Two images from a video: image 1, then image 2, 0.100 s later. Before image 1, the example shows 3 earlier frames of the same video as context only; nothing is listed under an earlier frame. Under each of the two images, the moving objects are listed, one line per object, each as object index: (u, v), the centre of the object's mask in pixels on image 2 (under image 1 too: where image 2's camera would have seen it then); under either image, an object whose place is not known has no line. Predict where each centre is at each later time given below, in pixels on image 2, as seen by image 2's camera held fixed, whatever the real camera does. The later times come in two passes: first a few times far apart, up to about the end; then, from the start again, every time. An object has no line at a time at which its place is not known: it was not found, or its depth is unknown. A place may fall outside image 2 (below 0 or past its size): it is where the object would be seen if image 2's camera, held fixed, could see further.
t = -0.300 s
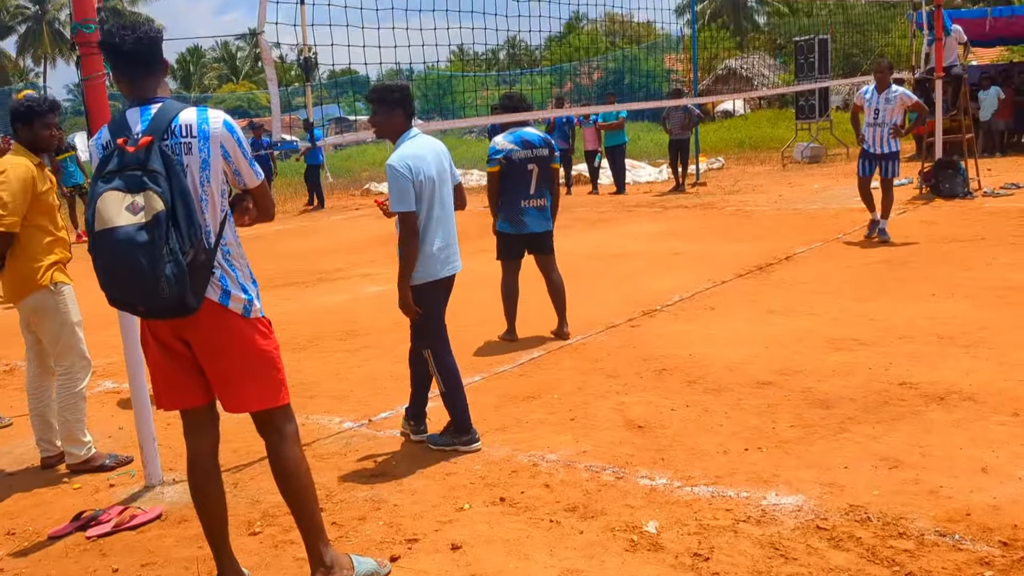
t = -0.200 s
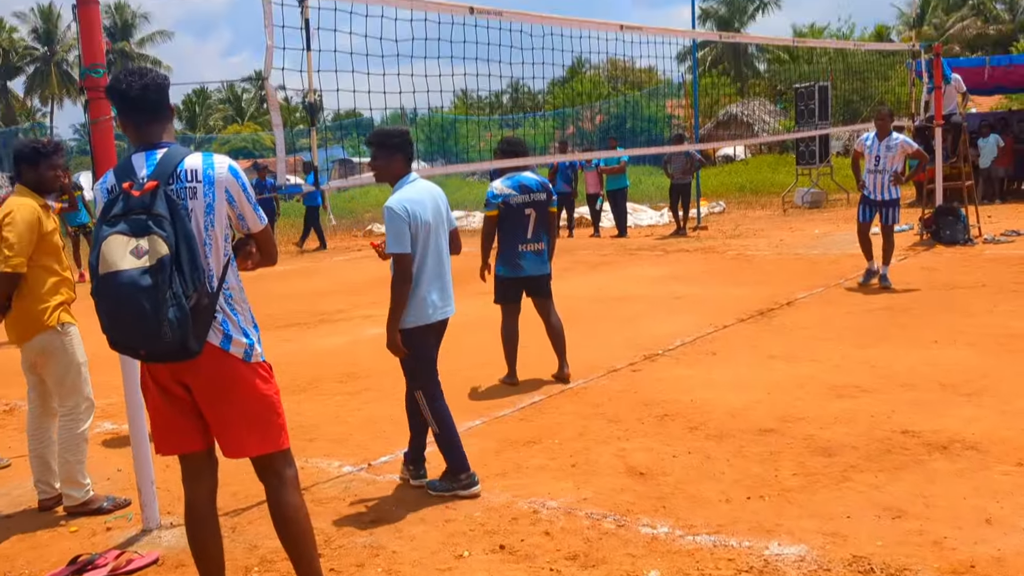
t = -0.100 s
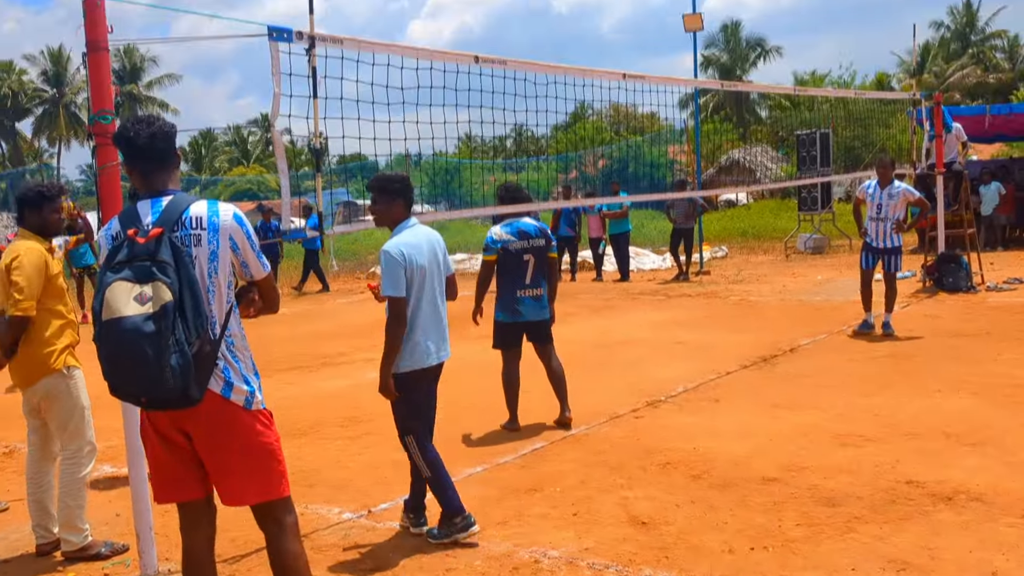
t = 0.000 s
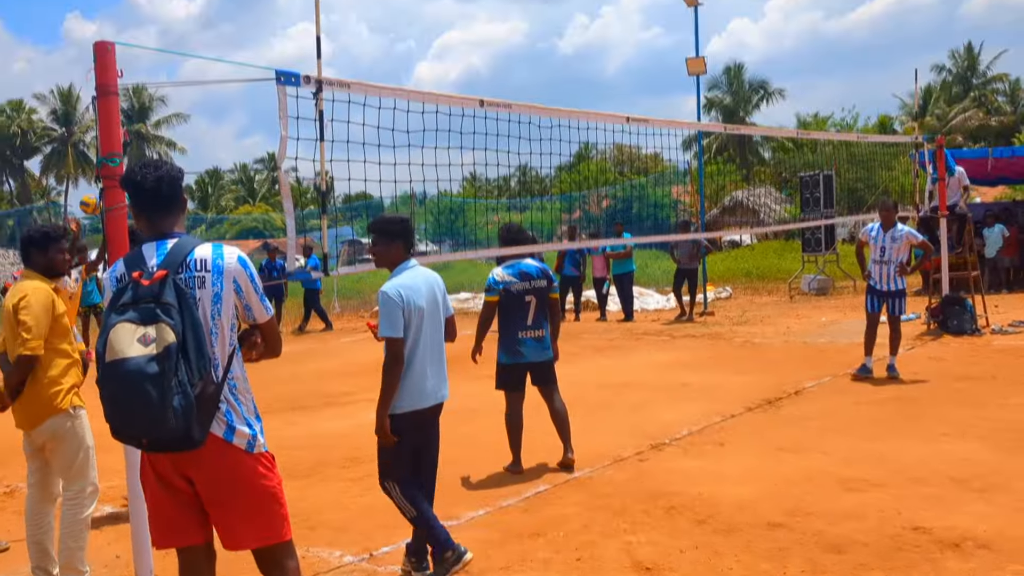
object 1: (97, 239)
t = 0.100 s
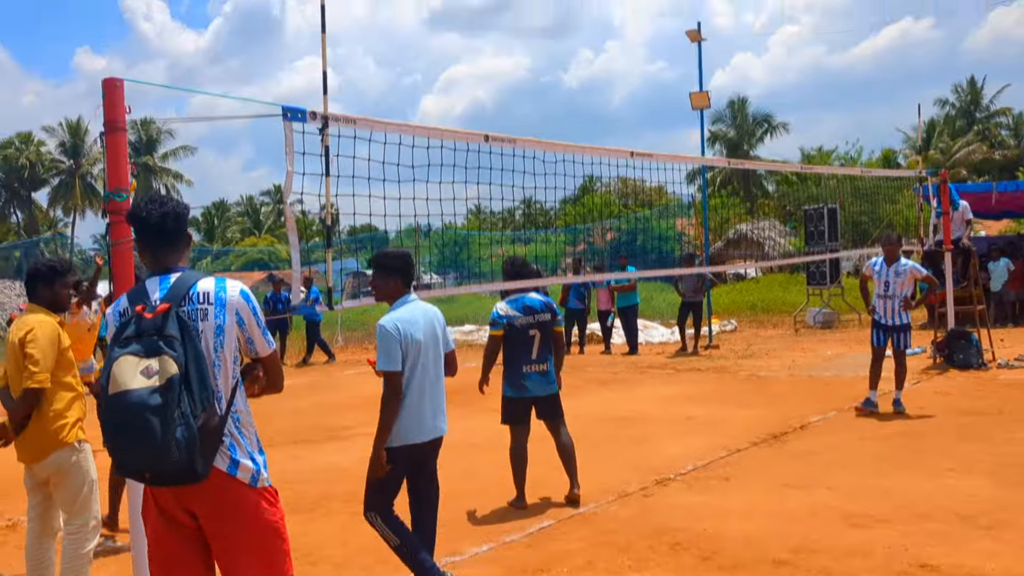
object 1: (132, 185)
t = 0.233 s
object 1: (165, 126)
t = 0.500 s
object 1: (256, 61)
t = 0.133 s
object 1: (137, 168)
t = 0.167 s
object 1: (144, 155)
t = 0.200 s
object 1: (154, 141)
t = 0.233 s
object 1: (165, 126)
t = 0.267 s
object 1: (175, 114)
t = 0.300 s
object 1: (186, 103)
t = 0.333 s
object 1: (198, 93)
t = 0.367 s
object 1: (209, 85)
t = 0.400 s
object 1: (220, 78)
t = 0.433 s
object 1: (232, 71)
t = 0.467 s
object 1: (244, 66)
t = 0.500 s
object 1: (256, 61)
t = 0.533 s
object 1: (269, 58)
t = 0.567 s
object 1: (281, 56)
